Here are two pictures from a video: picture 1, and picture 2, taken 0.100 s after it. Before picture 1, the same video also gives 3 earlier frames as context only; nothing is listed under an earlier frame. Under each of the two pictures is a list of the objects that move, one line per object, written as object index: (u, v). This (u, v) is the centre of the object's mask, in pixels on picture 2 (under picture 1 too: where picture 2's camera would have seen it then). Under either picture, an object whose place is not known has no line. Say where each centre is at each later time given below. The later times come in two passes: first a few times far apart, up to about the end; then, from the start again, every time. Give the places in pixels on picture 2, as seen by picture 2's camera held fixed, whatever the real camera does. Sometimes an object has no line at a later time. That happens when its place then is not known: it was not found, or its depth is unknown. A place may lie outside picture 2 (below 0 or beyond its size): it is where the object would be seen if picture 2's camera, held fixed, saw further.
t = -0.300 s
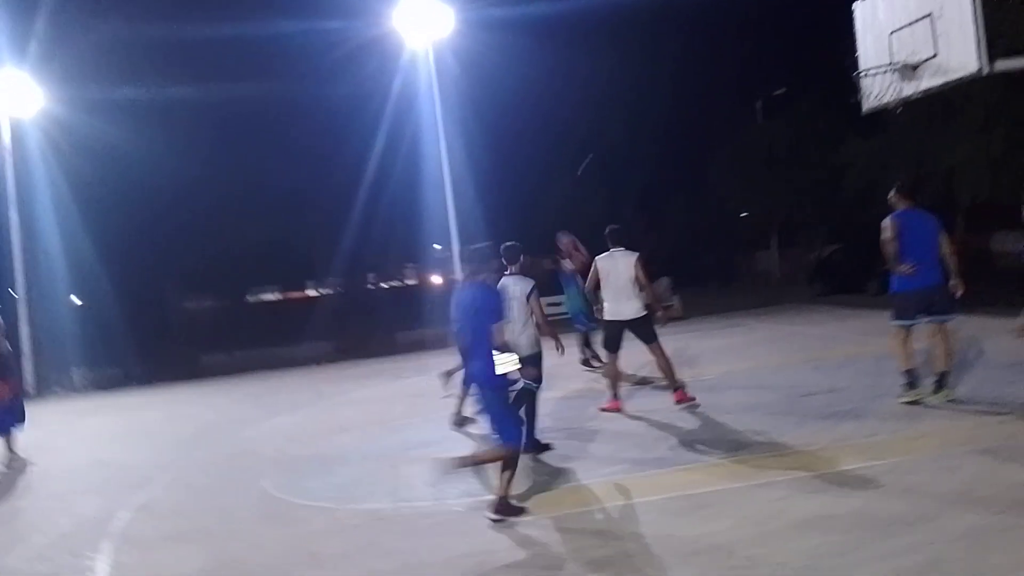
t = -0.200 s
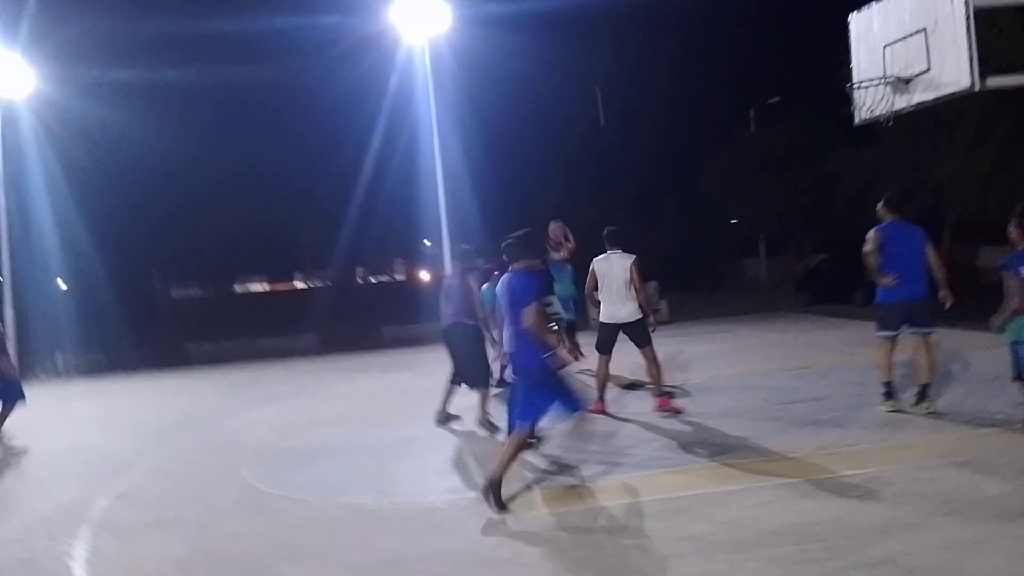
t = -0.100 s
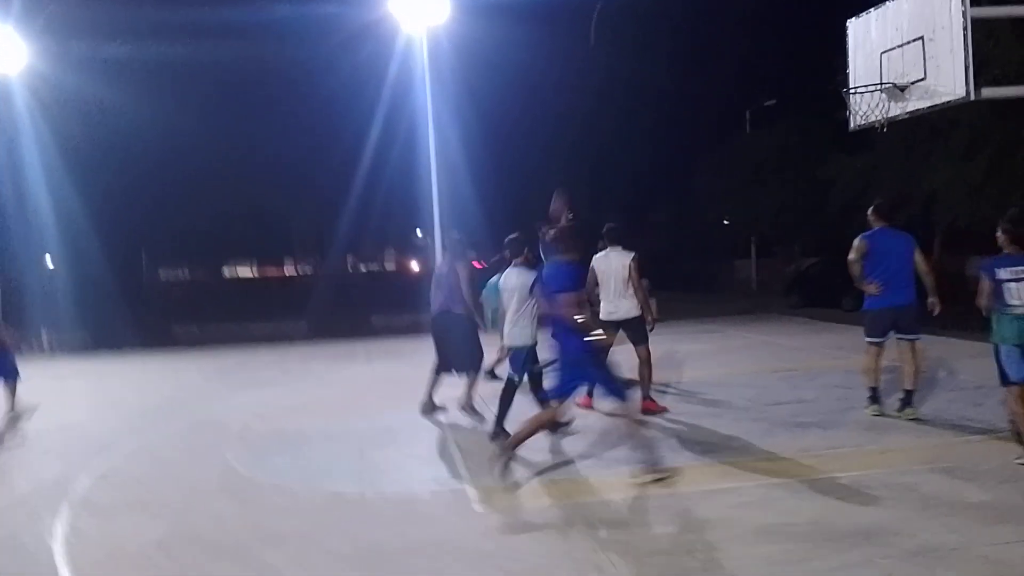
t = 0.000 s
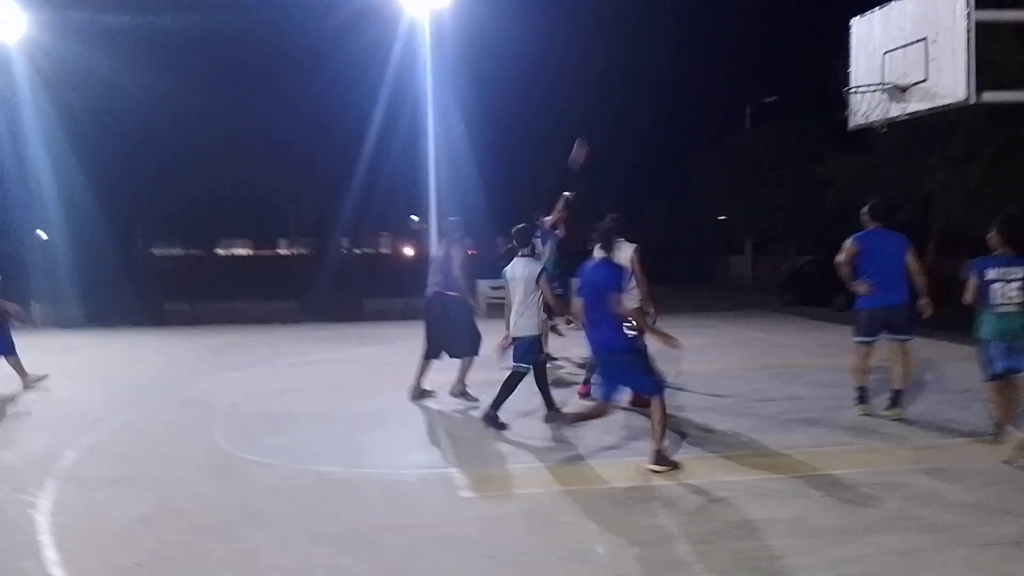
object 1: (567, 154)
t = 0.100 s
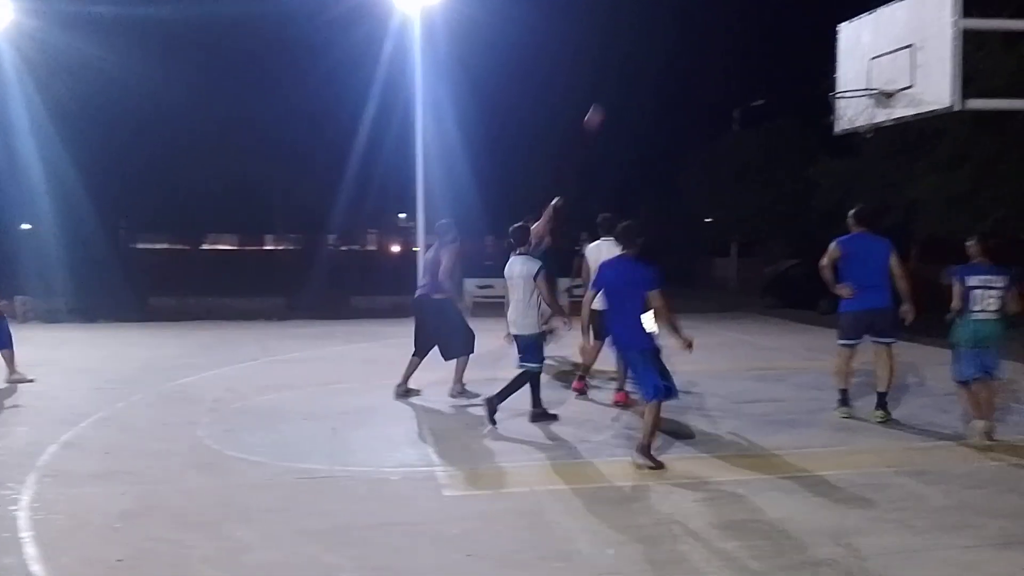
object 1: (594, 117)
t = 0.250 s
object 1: (641, 72)
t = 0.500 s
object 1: (728, 31)
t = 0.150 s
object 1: (609, 101)
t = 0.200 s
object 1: (625, 87)
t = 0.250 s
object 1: (641, 72)
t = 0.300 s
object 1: (656, 61)
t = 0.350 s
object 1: (674, 50)
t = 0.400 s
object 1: (691, 42)
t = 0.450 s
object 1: (709, 36)
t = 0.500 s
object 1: (728, 31)
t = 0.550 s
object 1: (746, 29)
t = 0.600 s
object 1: (765, 30)
